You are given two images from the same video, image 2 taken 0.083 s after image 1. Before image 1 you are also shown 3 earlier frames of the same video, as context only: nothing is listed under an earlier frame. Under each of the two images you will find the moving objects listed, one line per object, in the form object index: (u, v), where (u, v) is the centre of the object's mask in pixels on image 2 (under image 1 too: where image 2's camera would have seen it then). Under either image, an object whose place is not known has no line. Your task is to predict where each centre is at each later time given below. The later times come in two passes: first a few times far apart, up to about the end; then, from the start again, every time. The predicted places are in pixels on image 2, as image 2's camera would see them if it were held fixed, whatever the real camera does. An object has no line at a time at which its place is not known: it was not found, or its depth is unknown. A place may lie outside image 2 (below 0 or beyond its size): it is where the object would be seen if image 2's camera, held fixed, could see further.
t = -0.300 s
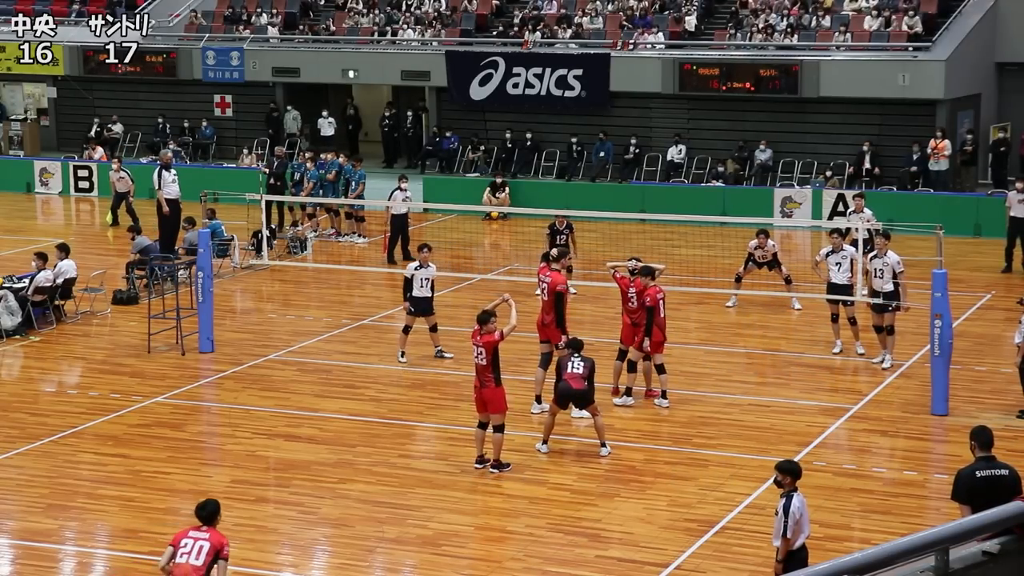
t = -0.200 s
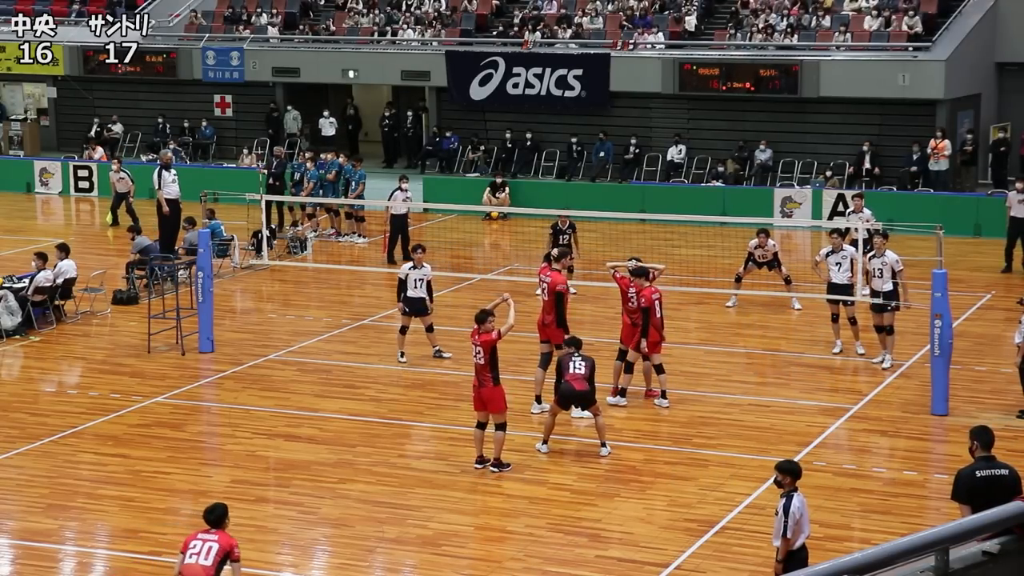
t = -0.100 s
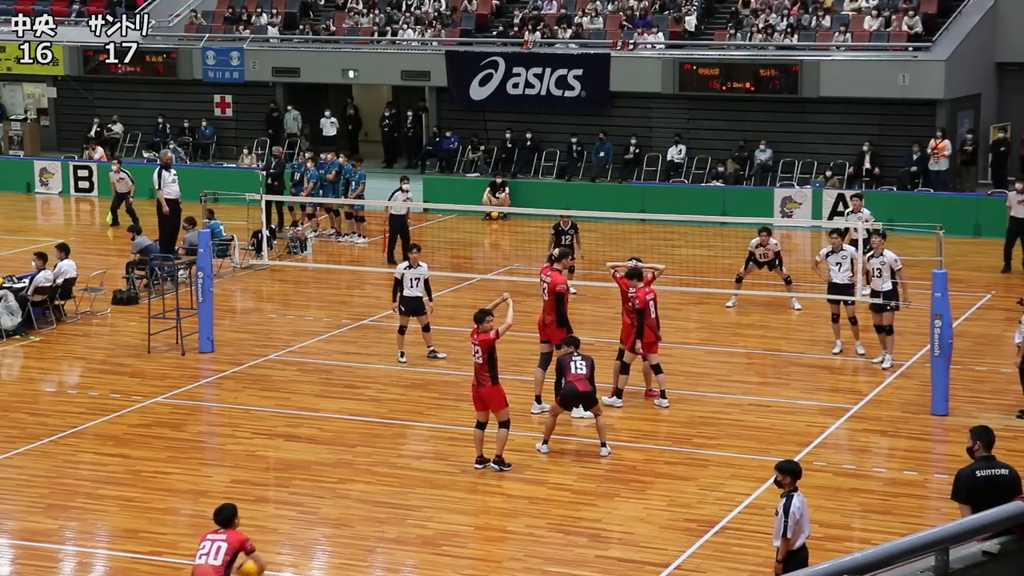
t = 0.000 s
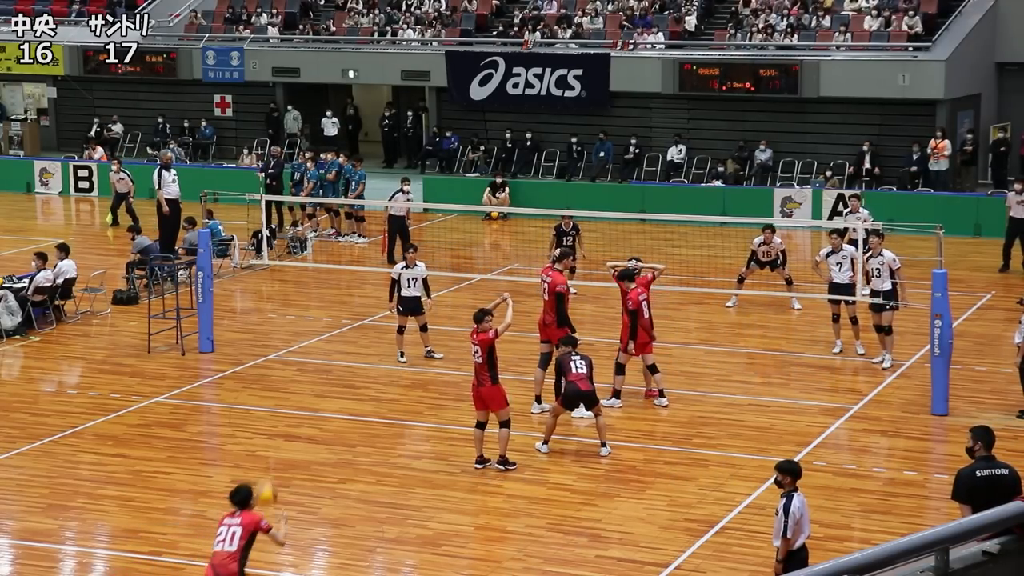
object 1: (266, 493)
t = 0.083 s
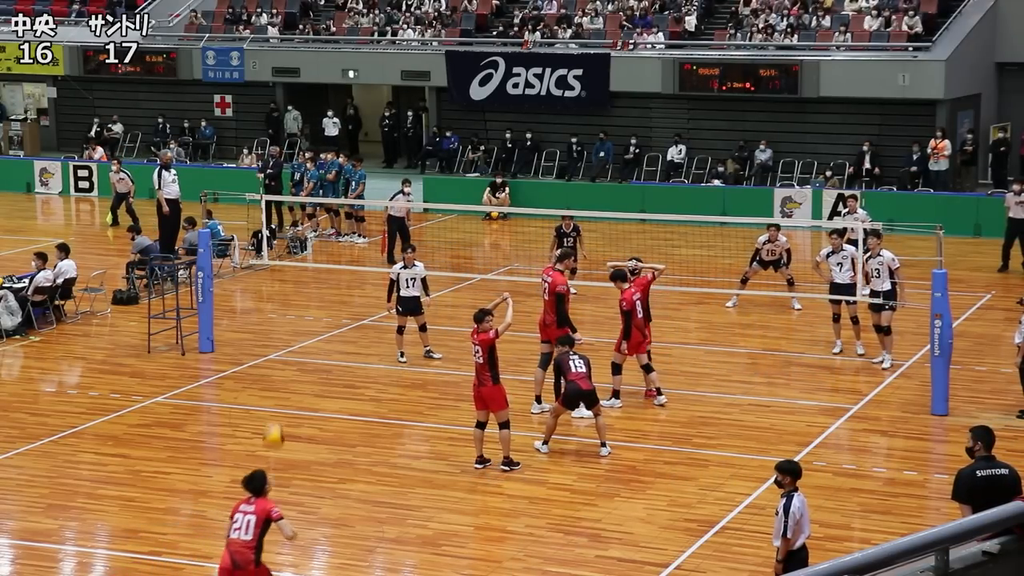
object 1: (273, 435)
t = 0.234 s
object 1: (289, 356)
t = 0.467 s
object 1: (312, 282)
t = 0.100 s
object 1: (275, 424)
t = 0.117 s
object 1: (277, 415)
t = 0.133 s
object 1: (278, 404)
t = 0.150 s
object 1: (280, 395)
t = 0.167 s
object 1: (282, 387)
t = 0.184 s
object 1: (284, 377)
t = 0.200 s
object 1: (285, 369)
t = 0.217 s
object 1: (287, 363)
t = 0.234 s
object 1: (289, 356)
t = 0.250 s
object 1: (290, 348)
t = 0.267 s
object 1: (292, 340)
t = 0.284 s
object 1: (294, 334)
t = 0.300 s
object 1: (295, 329)
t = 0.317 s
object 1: (297, 322)
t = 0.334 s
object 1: (299, 316)
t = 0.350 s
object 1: (301, 311)
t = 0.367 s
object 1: (302, 306)
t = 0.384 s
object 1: (304, 301)
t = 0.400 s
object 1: (305, 297)
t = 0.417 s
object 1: (307, 293)
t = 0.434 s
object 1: (309, 289)
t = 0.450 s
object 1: (311, 286)
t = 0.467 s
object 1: (312, 282)
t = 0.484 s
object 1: (314, 280)
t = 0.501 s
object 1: (316, 277)
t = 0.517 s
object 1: (318, 275)
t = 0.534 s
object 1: (319, 273)
